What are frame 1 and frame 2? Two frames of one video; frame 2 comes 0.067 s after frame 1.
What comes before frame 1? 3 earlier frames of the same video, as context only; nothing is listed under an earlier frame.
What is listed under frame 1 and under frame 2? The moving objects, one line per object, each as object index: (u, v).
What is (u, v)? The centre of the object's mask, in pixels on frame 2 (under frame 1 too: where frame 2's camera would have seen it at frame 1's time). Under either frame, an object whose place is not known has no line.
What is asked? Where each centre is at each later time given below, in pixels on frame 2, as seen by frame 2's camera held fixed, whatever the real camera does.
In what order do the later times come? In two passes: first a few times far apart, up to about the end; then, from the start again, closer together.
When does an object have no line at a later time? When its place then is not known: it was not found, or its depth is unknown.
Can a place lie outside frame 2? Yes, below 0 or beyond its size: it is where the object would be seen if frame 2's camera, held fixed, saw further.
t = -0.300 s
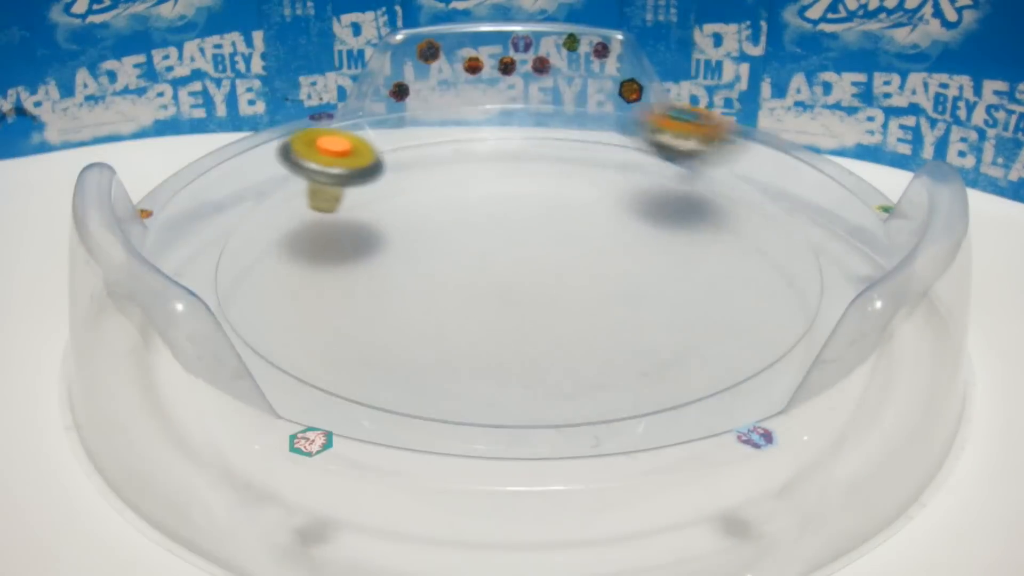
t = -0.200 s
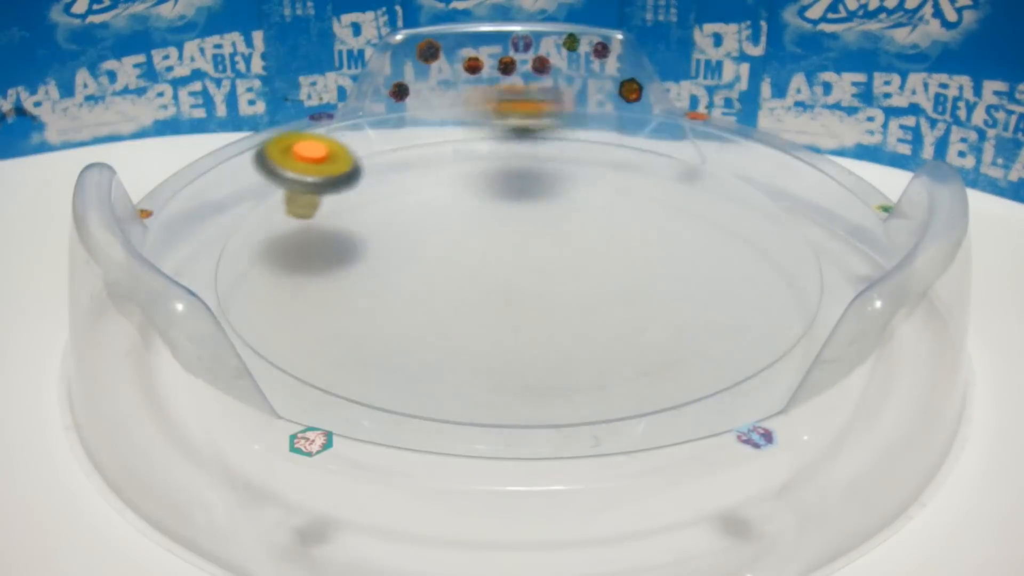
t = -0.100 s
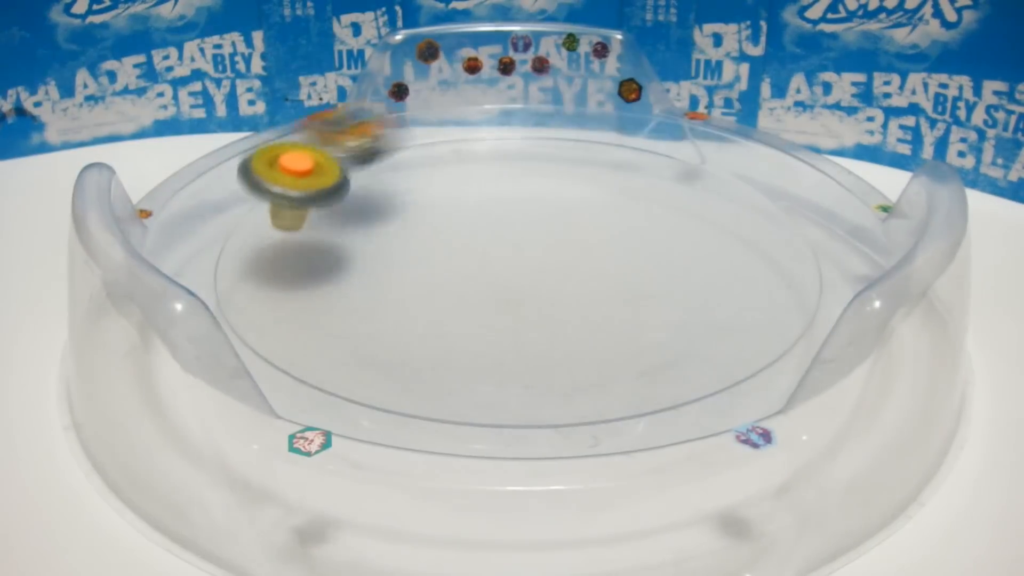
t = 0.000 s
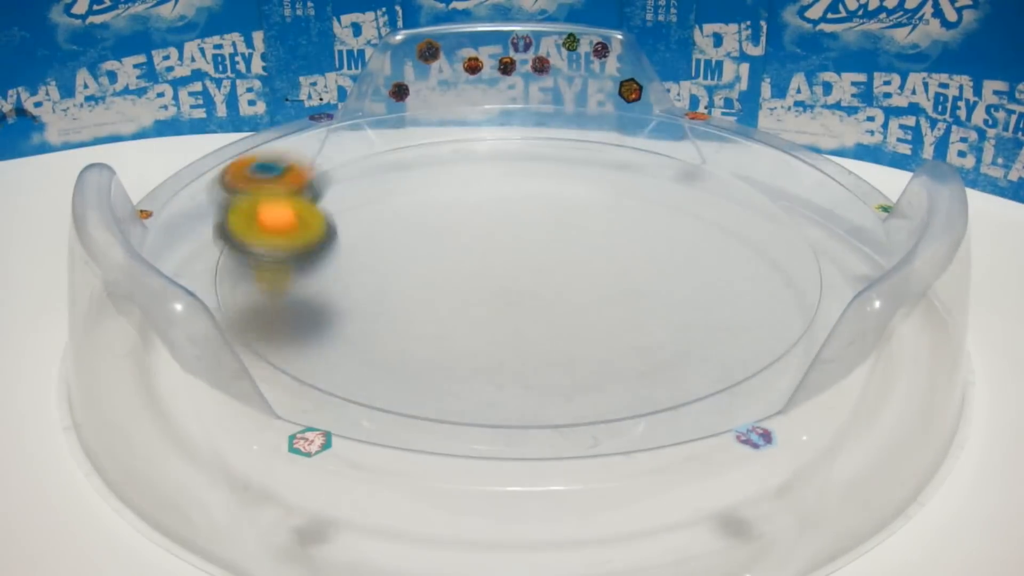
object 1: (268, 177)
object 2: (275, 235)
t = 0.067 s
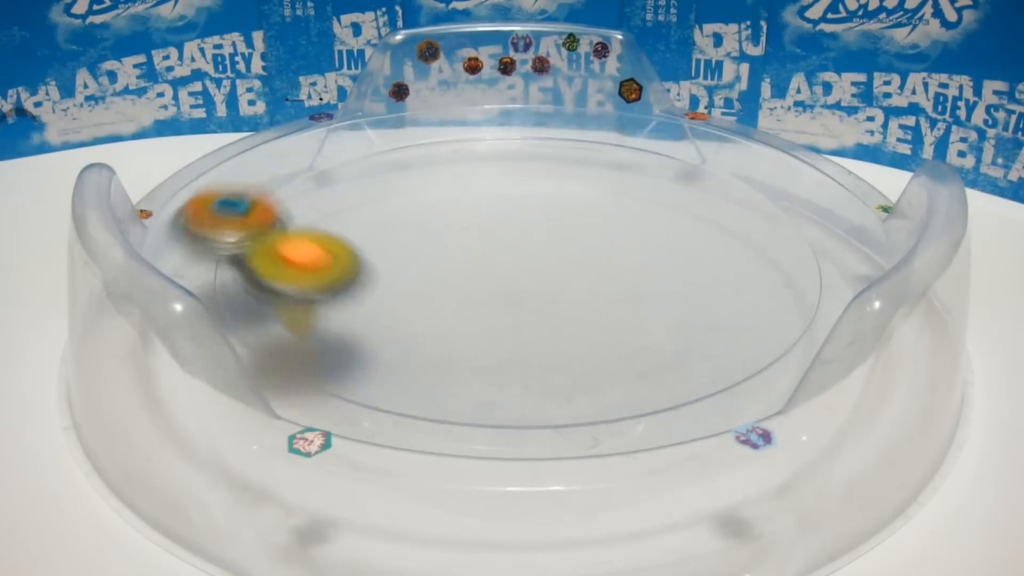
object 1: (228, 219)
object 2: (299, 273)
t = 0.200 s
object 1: (316, 328)
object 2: (462, 308)
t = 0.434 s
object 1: (633, 321)
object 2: (831, 170)
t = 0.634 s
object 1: (668, 152)
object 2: (720, 97)
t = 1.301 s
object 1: (496, 319)
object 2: (673, 304)
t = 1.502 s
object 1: (718, 209)
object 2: (827, 270)
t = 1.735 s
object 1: (594, 99)
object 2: (760, 239)
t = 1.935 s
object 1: (385, 166)
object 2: (595, 227)
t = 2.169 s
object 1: (456, 326)
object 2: (415, 237)
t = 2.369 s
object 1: (789, 295)
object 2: (323, 254)
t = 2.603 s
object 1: (708, 157)
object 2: (338, 283)
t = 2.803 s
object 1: (444, 177)
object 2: (452, 273)
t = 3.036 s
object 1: (324, 311)
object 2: (496, 211)
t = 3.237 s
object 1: (613, 363)
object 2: (483, 165)
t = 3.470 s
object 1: (745, 230)
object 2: (446, 153)
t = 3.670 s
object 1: (526, 169)
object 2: (455, 182)
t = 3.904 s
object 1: (283, 219)
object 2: (417, 264)
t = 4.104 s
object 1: (298, 326)
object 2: (505, 304)
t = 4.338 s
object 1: (636, 347)
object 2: (648, 269)
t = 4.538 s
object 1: (689, 295)
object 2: (598, 126)
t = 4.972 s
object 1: (508, 296)
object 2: (275, 205)
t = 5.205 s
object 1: (385, 298)
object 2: (549, 228)
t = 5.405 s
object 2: (630, 198)
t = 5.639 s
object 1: (488, 265)
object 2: (617, 156)
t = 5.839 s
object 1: (405, 194)
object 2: (576, 156)
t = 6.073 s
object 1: (277, 218)
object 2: (531, 208)
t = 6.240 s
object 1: (418, 292)
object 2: (521, 243)
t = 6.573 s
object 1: (444, 304)
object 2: (587, 235)
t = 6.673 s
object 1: (462, 305)
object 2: (602, 233)
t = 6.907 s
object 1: (495, 303)
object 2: (616, 232)
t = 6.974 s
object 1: (502, 301)
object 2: (617, 232)
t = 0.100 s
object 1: (223, 244)
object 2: (325, 286)
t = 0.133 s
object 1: (245, 274)
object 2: (365, 300)
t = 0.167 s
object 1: (274, 300)
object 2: (410, 309)
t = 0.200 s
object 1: (316, 328)
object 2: (462, 308)
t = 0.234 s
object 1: (345, 331)
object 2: (553, 298)
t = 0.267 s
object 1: (378, 345)
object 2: (645, 301)
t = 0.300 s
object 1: (424, 346)
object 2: (730, 279)
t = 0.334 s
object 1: (473, 351)
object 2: (806, 255)
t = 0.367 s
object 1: (526, 349)
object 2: (840, 212)
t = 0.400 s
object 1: (581, 339)
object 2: (847, 180)
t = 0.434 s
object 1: (633, 321)
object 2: (831, 170)
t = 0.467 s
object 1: (671, 300)
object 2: (814, 149)
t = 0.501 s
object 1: (695, 270)
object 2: (797, 136)
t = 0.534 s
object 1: (707, 240)
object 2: (780, 122)
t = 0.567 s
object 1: (703, 207)
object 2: (763, 111)
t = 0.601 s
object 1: (691, 178)
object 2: (743, 101)
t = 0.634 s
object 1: (668, 152)
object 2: (720, 97)
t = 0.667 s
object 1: (636, 130)
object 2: (703, 90)
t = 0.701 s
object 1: (587, 115)
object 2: (694, 82)
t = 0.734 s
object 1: (540, 105)
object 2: (678, 80)
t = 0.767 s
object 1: (491, 105)
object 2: (659, 82)
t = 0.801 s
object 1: (440, 106)
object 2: (643, 97)
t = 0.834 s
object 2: (622, 126)
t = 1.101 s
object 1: (215, 215)
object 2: (488, 274)
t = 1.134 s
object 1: (249, 247)
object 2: (493, 283)
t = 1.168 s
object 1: (293, 274)
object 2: (505, 292)
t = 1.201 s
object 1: (349, 297)
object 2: (521, 300)
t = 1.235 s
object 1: (412, 314)
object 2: (547, 298)
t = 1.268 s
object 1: (448, 318)
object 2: (614, 302)
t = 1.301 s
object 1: (496, 319)
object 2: (673, 304)
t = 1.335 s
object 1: (543, 314)
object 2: (724, 303)
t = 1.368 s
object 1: (597, 302)
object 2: (763, 297)
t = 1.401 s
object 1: (641, 285)
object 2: (791, 289)
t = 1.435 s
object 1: (680, 263)
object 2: (811, 282)
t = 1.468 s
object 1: (707, 235)
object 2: (825, 274)
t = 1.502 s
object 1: (718, 209)
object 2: (827, 270)
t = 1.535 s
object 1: (723, 182)
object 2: (828, 265)
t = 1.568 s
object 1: (721, 158)
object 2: (827, 262)
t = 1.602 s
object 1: (702, 132)
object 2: (823, 258)
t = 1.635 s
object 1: (678, 124)
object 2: (817, 252)
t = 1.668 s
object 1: (651, 113)
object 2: (804, 249)
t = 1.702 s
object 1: (625, 103)
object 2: (783, 244)
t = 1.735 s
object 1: (594, 99)
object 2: (760, 239)
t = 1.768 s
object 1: (558, 102)
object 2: (736, 235)
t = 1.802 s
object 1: (517, 105)
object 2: (710, 232)
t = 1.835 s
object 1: (477, 117)
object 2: (682, 230)
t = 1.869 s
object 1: (443, 128)
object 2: (654, 228)
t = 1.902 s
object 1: (412, 144)
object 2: (624, 227)
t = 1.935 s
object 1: (385, 166)
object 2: (595, 227)
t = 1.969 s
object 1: (366, 189)
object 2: (567, 228)
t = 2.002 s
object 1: (351, 216)
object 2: (540, 229)
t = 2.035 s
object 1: (349, 242)
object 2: (514, 231)
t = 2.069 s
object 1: (358, 269)
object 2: (487, 232)
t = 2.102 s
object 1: (380, 292)
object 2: (461, 233)
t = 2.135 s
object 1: (417, 312)
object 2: (438, 230)
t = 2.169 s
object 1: (456, 326)
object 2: (415, 237)
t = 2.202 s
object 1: (517, 340)
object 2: (393, 240)
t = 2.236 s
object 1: (577, 342)
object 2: (376, 242)
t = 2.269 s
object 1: (647, 339)
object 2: (359, 245)
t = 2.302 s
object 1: (704, 329)
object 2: (345, 248)
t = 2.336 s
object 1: (759, 317)
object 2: (333, 251)
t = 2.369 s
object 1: (789, 295)
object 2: (323, 254)
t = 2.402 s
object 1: (804, 276)
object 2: (316, 258)
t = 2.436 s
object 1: (810, 251)
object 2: (311, 262)
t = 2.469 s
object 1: (808, 230)
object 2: (309, 267)
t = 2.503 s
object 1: (794, 207)
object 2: (310, 271)
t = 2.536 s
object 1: (773, 188)
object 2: (315, 276)
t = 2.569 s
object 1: (744, 171)
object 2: (324, 280)
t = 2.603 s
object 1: (708, 157)
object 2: (338, 283)
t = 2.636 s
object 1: (668, 150)
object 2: (357, 287)
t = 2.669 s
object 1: (625, 148)
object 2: (378, 288)
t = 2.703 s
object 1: (579, 150)
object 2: (399, 287)
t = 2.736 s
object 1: (535, 156)
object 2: (418, 285)
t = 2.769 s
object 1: (488, 165)
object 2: (436, 281)
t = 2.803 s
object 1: (444, 177)
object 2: (452, 273)
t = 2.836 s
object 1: (407, 190)
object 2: (465, 267)
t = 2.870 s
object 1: (372, 208)
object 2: (476, 259)
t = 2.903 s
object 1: (345, 227)
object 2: (484, 250)
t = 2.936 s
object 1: (327, 245)
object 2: (489, 241)
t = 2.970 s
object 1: (315, 268)
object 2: (493, 230)
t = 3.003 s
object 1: (314, 290)
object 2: (495, 221)
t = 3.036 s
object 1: (324, 311)
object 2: (496, 211)
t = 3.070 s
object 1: (346, 333)
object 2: (496, 202)
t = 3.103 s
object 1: (379, 352)
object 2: (494, 193)
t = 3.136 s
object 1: (430, 362)
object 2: (492, 185)
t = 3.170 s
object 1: (489, 370)
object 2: (490, 178)
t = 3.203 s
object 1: (549, 370)
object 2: (486, 171)
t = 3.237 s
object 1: (613, 363)
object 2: (483, 165)
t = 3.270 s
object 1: (668, 351)
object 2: (479, 160)
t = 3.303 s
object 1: (716, 339)
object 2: (474, 156)
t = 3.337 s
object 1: (753, 317)
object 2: (469, 153)
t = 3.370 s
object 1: (772, 296)
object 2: (464, 150)
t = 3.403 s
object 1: (776, 272)
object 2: (457, 149)
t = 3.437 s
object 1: (766, 251)
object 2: (451, 150)
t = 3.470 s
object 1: (745, 230)
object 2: (446, 153)
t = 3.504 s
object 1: (716, 214)
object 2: (443, 158)
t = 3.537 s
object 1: (680, 198)
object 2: (444, 165)
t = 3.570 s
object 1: (639, 186)
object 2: (449, 173)
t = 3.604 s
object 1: (596, 178)
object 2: (455, 181)
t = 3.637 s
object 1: (553, 172)
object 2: (462, 188)
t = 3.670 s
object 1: (526, 169)
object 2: (455, 182)
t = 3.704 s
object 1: (498, 165)
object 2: (439, 185)
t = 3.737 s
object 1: (451, 164)
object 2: (420, 213)
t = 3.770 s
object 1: (406, 163)
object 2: (416, 211)
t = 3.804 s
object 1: (362, 177)
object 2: (416, 214)
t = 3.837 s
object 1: (340, 193)
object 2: (416, 239)
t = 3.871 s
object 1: (310, 205)
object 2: (415, 251)
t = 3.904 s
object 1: (283, 219)
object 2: (417, 264)
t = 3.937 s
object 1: (257, 234)
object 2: (422, 274)
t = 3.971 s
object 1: (236, 252)
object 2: (432, 281)
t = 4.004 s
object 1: (230, 268)
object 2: (447, 289)
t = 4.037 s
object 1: (249, 287)
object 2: (464, 294)
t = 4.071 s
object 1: (268, 306)
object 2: (484, 300)
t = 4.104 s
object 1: (298, 326)
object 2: (505, 304)
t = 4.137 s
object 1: (339, 341)
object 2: (527, 307)
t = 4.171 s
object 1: (382, 353)
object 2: (549, 307)
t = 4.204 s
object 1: (437, 362)
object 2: (570, 306)
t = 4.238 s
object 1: (497, 365)
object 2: (592, 303)
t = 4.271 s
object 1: (553, 362)
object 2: (613, 295)
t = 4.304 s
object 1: (602, 353)
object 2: (629, 284)
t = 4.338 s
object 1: (636, 347)
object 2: (648, 269)
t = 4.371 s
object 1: (663, 334)
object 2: (660, 254)
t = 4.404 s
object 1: (683, 319)
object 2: (662, 241)
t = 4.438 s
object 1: (692, 299)
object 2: (660, 228)
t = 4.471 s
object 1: (689, 278)
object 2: (651, 216)
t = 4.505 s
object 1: (688, 283)
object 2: (632, 191)
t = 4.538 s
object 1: (689, 295)
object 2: (598, 126)
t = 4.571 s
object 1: (684, 305)
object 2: (569, 86)
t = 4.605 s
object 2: (518, 52)
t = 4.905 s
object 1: (556, 299)
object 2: (206, 170)
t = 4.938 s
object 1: (531, 297)
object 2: (238, 182)
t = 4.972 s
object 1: (508, 296)
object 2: (275, 205)
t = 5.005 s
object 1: (483, 293)
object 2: (311, 211)
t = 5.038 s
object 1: (461, 293)
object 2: (357, 224)
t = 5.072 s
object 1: (436, 292)
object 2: (398, 225)
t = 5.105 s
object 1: (426, 294)
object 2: (440, 221)
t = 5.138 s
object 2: (482, 233)
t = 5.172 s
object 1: (397, 297)
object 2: (518, 224)
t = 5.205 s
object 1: (385, 298)
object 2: (549, 228)
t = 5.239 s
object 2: (574, 225)
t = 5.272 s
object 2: (596, 220)
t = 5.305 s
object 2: (613, 217)
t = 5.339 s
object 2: (623, 211)
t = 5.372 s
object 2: (627, 205)
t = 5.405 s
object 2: (630, 198)
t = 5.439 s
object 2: (630, 191)
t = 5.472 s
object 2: (628, 183)
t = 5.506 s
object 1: (450, 310)
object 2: (627, 176)
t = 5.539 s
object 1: (467, 301)
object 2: (626, 170)
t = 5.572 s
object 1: (479, 291)
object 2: (623, 164)
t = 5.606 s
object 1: (486, 278)
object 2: (620, 159)
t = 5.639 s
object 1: (488, 265)
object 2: (617, 156)
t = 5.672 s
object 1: (484, 251)
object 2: (613, 153)
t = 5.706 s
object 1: (475, 236)
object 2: (608, 150)
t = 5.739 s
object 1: (463, 224)
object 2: (602, 149)
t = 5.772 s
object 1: (446, 212)
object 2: (594, 149)
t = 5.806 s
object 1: (427, 203)
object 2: (585, 152)
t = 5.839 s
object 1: (405, 194)
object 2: (576, 156)
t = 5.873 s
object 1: (383, 188)
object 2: (568, 162)
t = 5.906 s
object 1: (359, 185)
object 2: (561, 168)
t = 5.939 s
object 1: (337, 185)
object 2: (555, 175)
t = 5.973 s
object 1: (314, 188)
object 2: (549, 183)
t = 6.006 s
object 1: (293, 195)
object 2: (543, 191)
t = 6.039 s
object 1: (280, 206)
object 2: (537, 200)
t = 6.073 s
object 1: (277, 218)
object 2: (531, 208)
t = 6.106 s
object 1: (287, 236)
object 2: (526, 218)
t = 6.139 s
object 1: (307, 253)
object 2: (521, 226)
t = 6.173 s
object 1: (340, 269)
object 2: (517, 234)
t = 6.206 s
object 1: (379, 281)
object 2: (513, 241)
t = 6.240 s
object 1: (418, 292)
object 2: (521, 243)
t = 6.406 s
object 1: (427, 299)
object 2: (557, 239)
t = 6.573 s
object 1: (444, 304)
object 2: (587, 235)
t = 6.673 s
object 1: (462, 305)
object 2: (602, 233)
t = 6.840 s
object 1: (490, 303)
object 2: (614, 232)
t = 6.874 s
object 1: (494, 303)
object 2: (615, 232)
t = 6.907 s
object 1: (495, 303)
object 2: (616, 232)
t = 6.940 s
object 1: (499, 302)
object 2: (616, 233)
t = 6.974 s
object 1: (502, 301)
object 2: (617, 232)
